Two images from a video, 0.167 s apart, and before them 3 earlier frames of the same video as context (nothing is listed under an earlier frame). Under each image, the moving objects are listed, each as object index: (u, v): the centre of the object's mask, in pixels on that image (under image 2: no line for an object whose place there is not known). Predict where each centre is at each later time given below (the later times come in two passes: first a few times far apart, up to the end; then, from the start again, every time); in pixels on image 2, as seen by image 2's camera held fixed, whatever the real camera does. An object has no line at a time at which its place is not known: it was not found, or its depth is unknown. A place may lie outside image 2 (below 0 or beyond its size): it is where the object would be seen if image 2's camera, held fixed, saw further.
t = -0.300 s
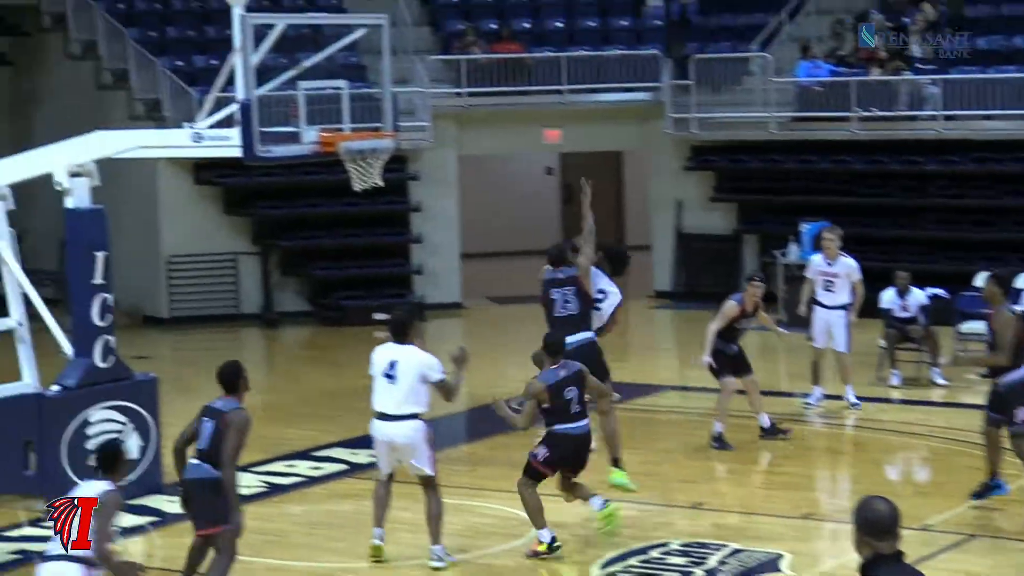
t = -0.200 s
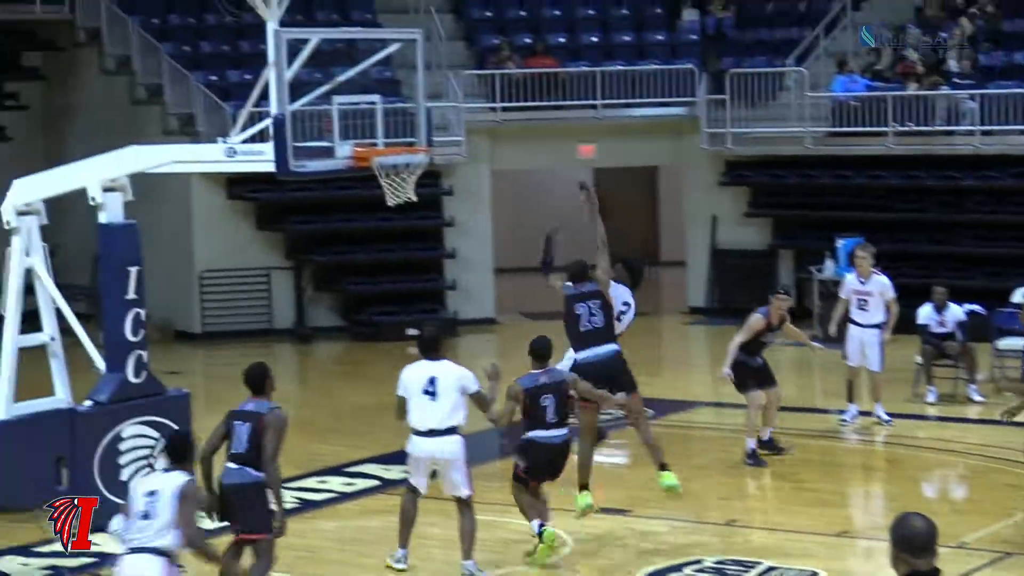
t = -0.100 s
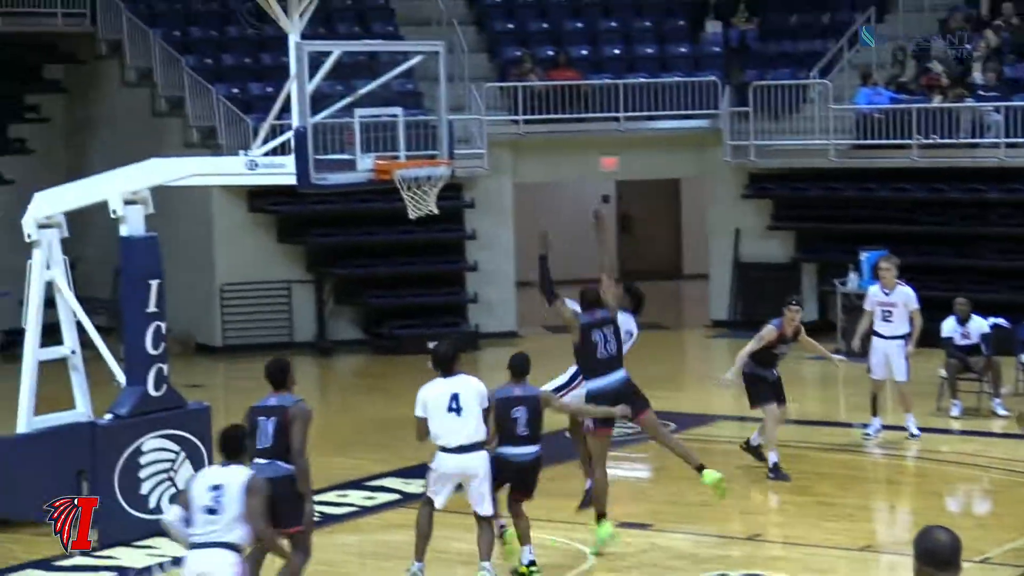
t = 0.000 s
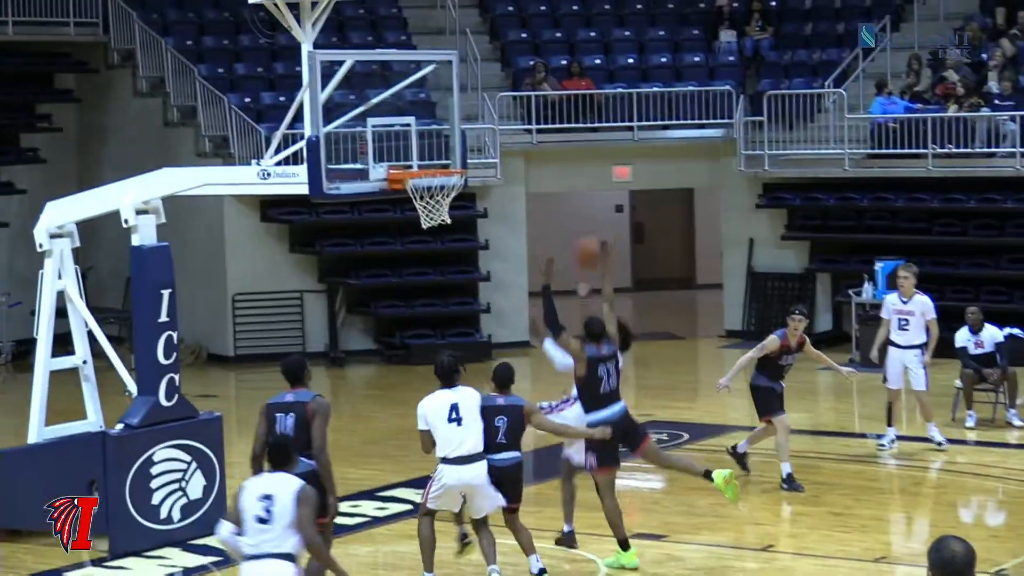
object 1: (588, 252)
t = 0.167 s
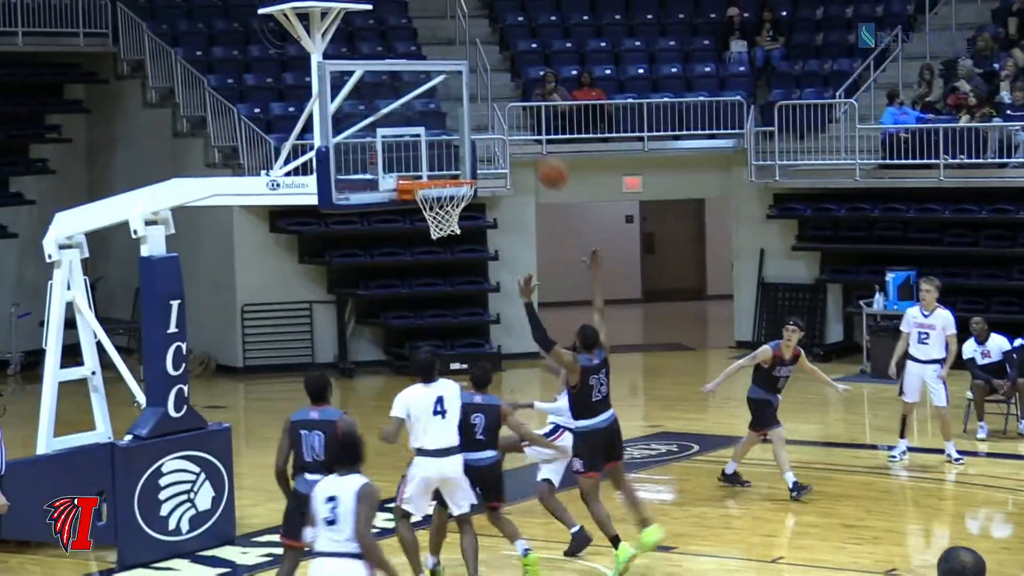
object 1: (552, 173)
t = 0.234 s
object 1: (535, 149)
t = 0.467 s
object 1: (472, 92)
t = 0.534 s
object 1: (454, 89)
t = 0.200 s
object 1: (544, 160)
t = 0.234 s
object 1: (535, 149)
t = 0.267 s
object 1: (526, 134)
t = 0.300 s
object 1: (518, 124)
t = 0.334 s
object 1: (508, 115)
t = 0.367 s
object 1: (499, 108)
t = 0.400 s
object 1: (491, 101)
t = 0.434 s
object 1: (483, 95)
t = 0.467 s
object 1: (472, 92)
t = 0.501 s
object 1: (464, 90)
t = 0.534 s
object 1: (454, 89)
